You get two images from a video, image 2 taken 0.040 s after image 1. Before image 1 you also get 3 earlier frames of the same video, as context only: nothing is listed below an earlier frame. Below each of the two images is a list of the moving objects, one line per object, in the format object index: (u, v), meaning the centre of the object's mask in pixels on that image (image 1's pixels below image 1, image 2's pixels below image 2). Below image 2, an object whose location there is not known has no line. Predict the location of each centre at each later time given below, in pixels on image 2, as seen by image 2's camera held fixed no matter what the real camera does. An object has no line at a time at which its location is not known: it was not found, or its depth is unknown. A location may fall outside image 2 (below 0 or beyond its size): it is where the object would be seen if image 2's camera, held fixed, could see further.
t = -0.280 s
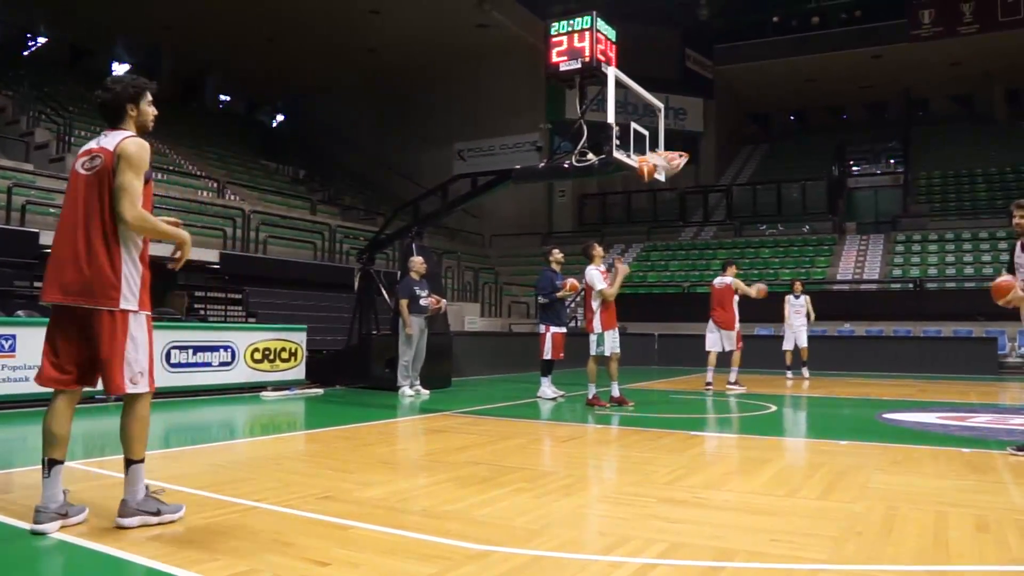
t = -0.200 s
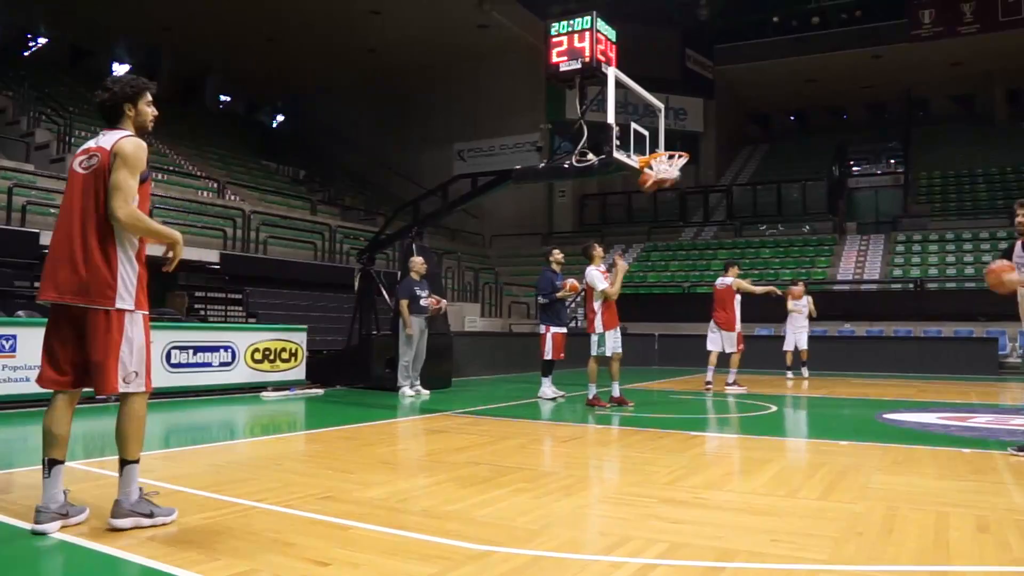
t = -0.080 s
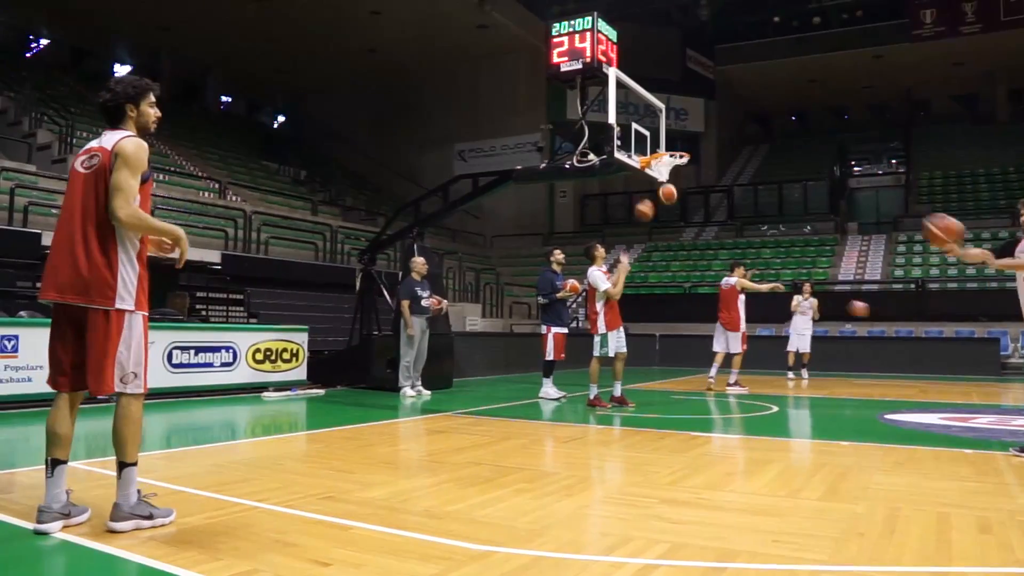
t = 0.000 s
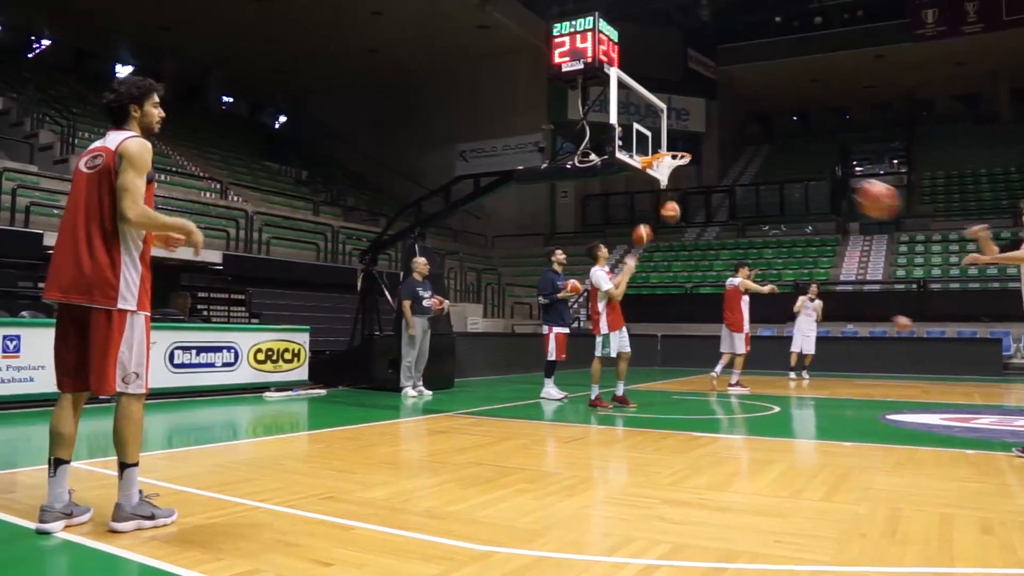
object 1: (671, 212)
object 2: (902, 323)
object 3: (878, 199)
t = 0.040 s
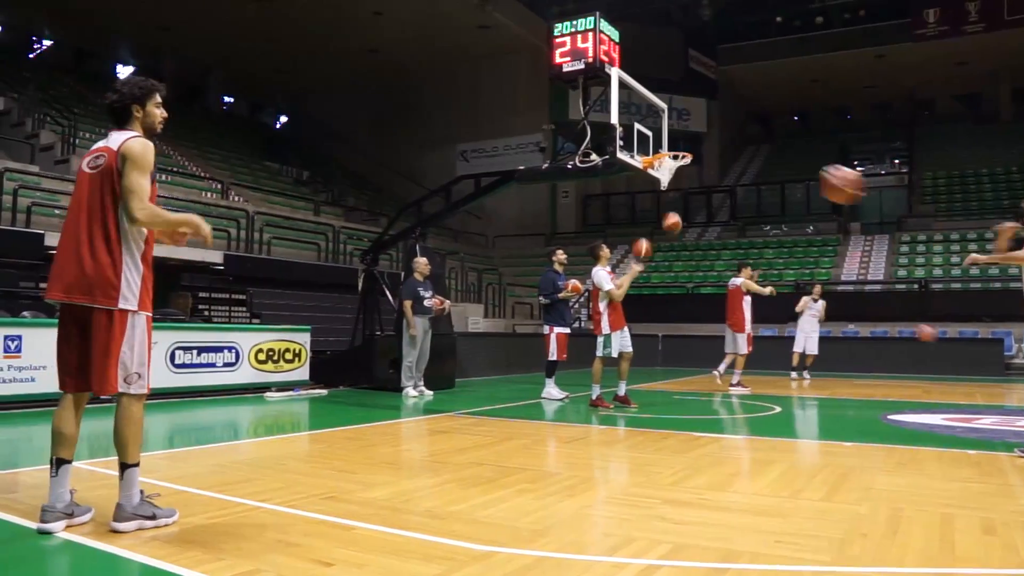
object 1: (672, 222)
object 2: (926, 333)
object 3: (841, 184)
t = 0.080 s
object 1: (673, 235)
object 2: (947, 344)
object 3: (803, 172)
